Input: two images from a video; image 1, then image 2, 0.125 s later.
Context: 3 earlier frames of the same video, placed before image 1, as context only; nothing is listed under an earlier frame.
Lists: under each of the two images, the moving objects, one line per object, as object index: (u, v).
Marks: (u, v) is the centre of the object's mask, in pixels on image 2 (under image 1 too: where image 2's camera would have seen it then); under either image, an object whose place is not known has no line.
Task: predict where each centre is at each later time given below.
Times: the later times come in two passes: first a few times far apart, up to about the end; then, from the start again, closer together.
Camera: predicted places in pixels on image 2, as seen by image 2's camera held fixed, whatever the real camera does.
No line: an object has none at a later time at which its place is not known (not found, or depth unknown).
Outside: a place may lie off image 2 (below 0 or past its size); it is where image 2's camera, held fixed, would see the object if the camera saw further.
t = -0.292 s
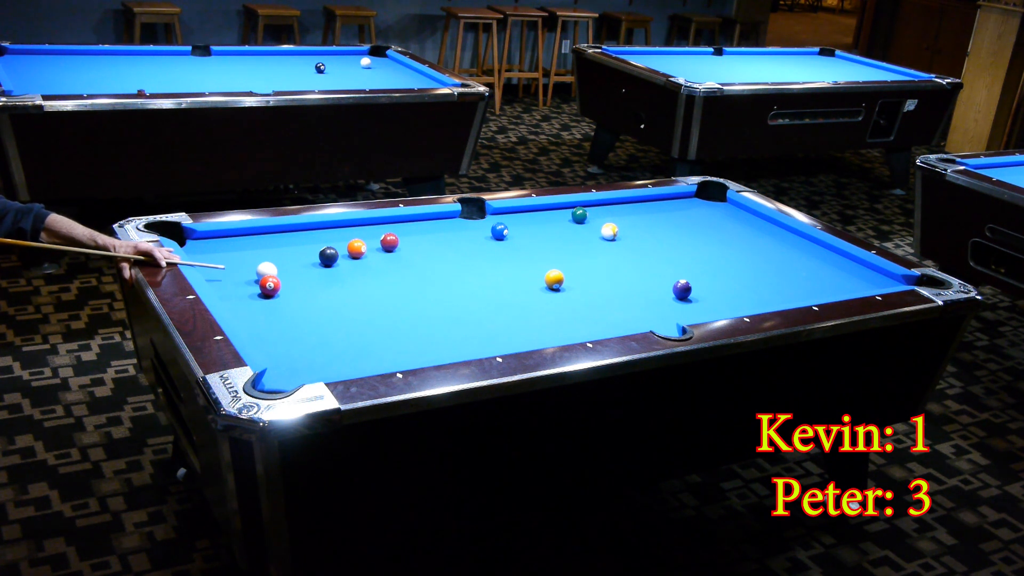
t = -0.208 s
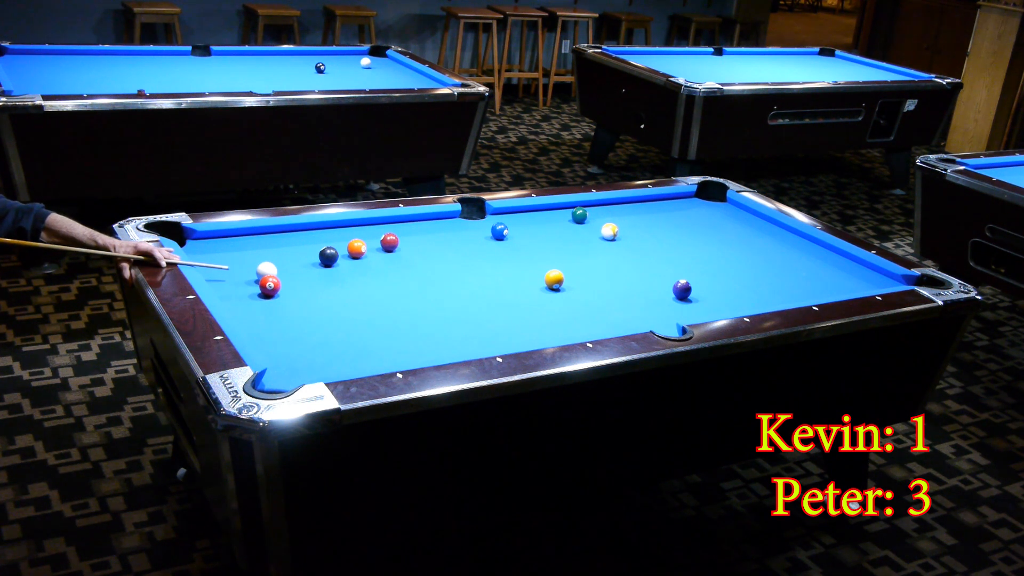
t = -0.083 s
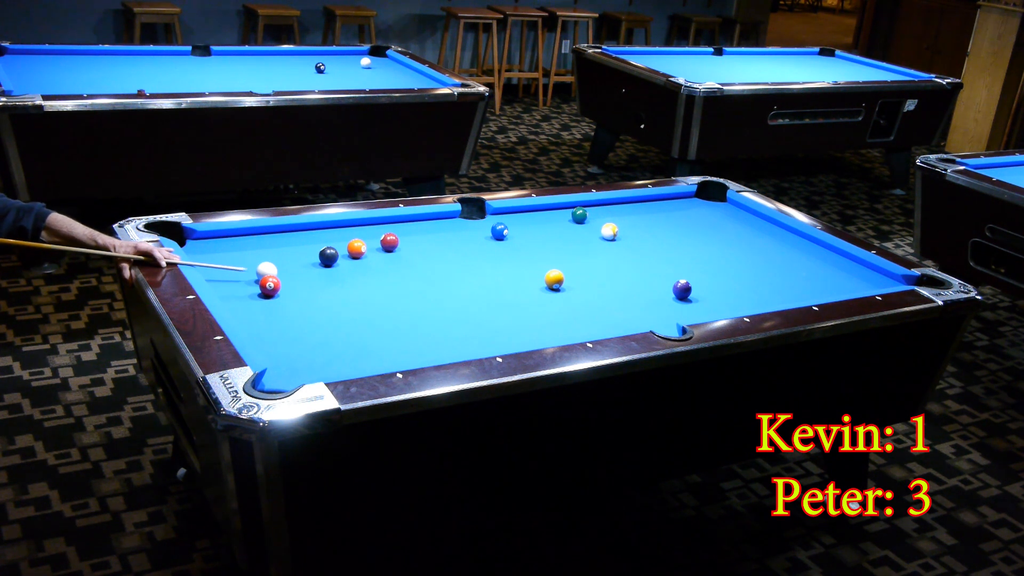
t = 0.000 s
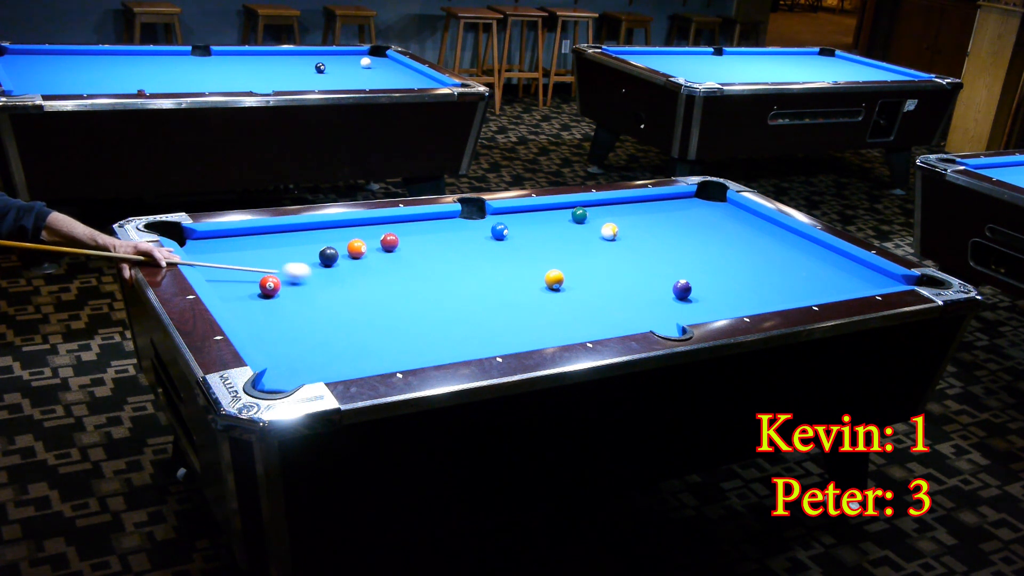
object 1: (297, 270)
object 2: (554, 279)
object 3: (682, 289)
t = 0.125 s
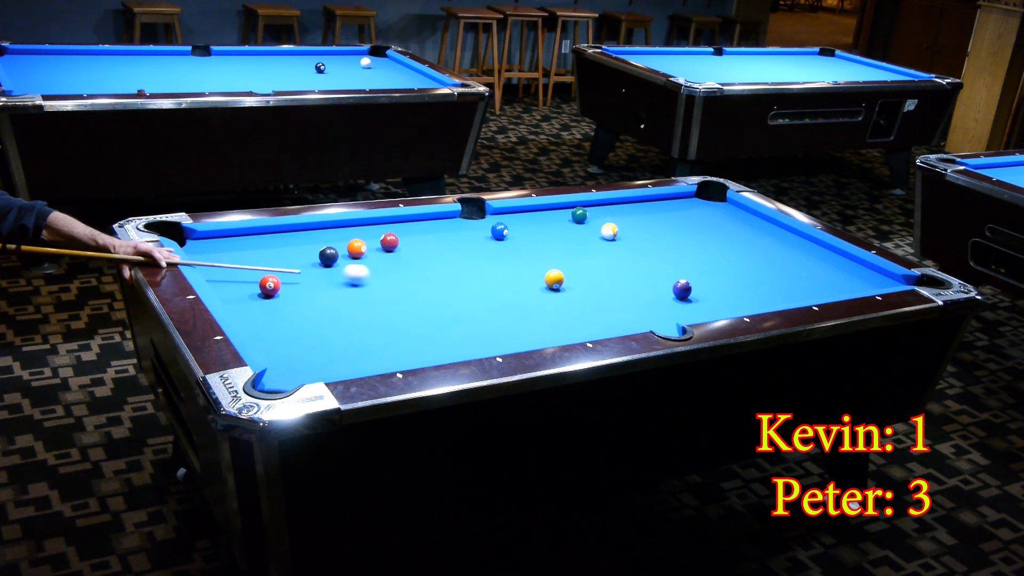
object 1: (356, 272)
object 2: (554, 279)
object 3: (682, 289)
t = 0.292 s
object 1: (425, 274)
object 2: (554, 279)
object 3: (682, 289)
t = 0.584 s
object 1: (535, 278)
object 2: (557, 278)
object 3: (682, 289)
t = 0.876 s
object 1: (555, 278)
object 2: (634, 281)
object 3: (682, 289)
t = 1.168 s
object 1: (576, 277)
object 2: (691, 278)
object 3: (688, 293)
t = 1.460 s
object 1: (596, 277)
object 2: (735, 276)
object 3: (700, 298)
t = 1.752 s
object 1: (612, 276)
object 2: (775, 272)
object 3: (710, 303)
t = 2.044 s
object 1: (625, 276)
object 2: (811, 268)
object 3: (717, 306)
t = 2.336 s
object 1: (636, 275)
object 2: (844, 265)
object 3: (723, 307)
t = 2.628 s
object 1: (645, 275)
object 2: (856, 265)
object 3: (727, 308)
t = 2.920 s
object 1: (651, 275)
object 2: (844, 267)
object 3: (725, 308)
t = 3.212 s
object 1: (654, 275)
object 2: (832, 270)
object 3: (724, 308)
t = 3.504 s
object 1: (654, 275)
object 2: (821, 272)
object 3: (724, 307)
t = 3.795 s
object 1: (654, 275)
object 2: (812, 274)
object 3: (724, 308)
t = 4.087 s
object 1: (654, 275)
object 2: (803, 276)
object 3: (724, 308)
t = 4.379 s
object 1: (654, 275)
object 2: (796, 278)
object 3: (724, 307)
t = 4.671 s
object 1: (654, 275)
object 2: (790, 279)
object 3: (724, 308)
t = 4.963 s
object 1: (654, 275)
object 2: (785, 280)
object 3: (724, 308)
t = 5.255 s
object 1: (654, 275)
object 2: (782, 280)
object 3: (724, 308)
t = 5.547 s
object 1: (654, 275)
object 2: (779, 280)
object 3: (724, 308)
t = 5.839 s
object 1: (654, 275)
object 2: (779, 281)
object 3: (724, 307)
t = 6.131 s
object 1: (654, 275)
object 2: (779, 281)
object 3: (724, 308)
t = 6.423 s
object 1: (654, 275)
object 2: (779, 281)
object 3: (724, 308)
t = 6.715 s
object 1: (654, 275)
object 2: (779, 281)
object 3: (724, 308)
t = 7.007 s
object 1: (654, 275)
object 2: (779, 281)
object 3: (724, 308)
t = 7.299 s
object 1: (654, 275)
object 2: (779, 281)
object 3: (724, 308)
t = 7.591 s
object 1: (654, 275)
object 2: (779, 281)
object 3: (724, 308)
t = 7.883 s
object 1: (654, 275)
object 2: (779, 281)
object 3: (724, 308)
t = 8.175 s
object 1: (654, 275)
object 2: (779, 281)
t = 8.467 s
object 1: (654, 275)
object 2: (779, 281)
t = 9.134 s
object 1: (654, 275)
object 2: (779, 281)
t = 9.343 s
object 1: (654, 275)
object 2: (779, 281)
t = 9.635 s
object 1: (654, 275)
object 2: (779, 281)
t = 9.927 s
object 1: (654, 275)
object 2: (779, 281)
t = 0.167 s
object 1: (374, 273)
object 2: (554, 279)
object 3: (682, 289)
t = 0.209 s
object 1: (391, 273)
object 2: (554, 279)
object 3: (682, 289)
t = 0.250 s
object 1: (408, 274)
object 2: (554, 279)
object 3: (682, 289)
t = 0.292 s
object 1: (425, 274)
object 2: (554, 279)
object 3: (682, 289)
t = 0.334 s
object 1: (441, 275)
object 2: (554, 279)
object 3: (682, 289)
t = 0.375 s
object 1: (458, 275)
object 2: (554, 279)
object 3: (682, 289)
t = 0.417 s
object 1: (474, 275)
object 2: (554, 279)
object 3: (682, 289)
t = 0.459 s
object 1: (491, 276)
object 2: (554, 279)
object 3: (682, 289)
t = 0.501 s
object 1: (507, 276)
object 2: (554, 279)
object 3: (682, 289)
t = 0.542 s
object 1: (523, 277)
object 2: (554, 279)
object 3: (682, 289)
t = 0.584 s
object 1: (535, 278)
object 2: (557, 278)
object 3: (682, 289)
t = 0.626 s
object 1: (536, 278)
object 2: (571, 279)
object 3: (682, 289)
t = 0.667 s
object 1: (538, 278)
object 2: (584, 279)
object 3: (682, 289)
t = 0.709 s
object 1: (541, 278)
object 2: (595, 280)
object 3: (682, 289)
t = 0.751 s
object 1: (545, 278)
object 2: (605, 280)
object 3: (682, 289)
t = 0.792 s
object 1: (548, 278)
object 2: (615, 281)
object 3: (682, 289)
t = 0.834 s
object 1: (552, 278)
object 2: (624, 281)
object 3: (682, 289)
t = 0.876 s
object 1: (555, 278)
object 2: (634, 281)
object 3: (682, 289)
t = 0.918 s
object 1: (558, 278)
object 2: (643, 281)
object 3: (682, 289)
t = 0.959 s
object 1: (561, 277)
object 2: (652, 281)
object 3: (682, 289)
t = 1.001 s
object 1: (564, 277)
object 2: (661, 282)
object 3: (682, 289)
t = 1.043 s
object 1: (568, 277)
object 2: (669, 281)
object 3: (683, 290)
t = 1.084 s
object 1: (571, 277)
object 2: (676, 279)
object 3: (684, 291)
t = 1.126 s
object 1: (573, 277)
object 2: (683, 278)
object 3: (686, 292)
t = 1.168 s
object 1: (576, 277)
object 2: (691, 278)
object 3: (688, 293)
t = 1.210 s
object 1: (579, 277)
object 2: (698, 278)
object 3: (690, 293)
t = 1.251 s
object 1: (582, 277)
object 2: (704, 279)
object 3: (692, 294)
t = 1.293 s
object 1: (585, 277)
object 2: (710, 278)
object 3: (694, 295)
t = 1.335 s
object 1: (588, 277)
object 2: (716, 277)
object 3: (695, 296)
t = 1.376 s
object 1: (590, 277)
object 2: (723, 277)
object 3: (697, 296)
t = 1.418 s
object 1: (593, 277)
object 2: (729, 276)
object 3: (699, 297)
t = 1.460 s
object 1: (596, 277)
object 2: (735, 276)
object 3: (700, 298)
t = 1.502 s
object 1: (598, 277)
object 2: (741, 275)
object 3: (702, 299)
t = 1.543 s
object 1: (600, 276)
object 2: (747, 275)
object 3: (703, 299)
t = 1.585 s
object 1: (603, 276)
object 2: (753, 274)
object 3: (705, 300)
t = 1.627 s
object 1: (605, 276)
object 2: (758, 274)
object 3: (706, 301)
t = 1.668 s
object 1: (608, 276)
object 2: (764, 273)
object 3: (707, 302)
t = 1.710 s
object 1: (610, 276)
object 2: (770, 272)
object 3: (709, 302)
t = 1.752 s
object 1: (612, 276)
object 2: (775, 272)
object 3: (710, 303)
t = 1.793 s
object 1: (614, 276)
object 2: (780, 271)
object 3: (711, 304)
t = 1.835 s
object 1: (616, 276)
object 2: (786, 271)
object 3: (712, 304)
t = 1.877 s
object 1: (618, 276)
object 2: (791, 270)
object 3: (713, 305)
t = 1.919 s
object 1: (620, 276)
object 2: (796, 270)
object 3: (714, 305)
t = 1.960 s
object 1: (622, 276)
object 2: (801, 269)
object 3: (715, 306)
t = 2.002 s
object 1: (624, 276)
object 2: (806, 269)
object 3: (716, 306)
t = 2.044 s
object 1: (625, 276)
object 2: (811, 268)
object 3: (717, 306)
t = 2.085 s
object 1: (627, 275)
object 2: (816, 268)
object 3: (718, 306)
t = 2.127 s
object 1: (629, 275)
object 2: (821, 267)
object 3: (719, 307)
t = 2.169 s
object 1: (630, 275)
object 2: (825, 267)
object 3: (720, 307)
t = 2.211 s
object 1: (632, 275)
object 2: (830, 266)
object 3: (721, 307)
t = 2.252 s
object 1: (634, 275)
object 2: (835, 266)
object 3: (722, 307)
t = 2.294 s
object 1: (635, 275)
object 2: (839, 265)
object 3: (723, 307)
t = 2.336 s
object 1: (636, 275)
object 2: (844, 265)
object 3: (723, 307)
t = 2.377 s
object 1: (638, 275)
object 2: (848, 265)
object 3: (724, 308)
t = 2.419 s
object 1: (639, 275)
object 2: (853, 264)
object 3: (725, 308)
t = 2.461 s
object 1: (640, 275)
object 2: (857, 264)
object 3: (725, 308)
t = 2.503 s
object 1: (642, 275)
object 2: (861, 264)
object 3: (726, 308)
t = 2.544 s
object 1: (643, 275)
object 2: (860, 264)
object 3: (727, 308)
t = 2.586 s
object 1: (644, 275)
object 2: (858, 264)
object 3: (727, 308)
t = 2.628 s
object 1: (645, 275)
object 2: (856, 265)
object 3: (727, 308)
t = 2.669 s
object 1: (646, 275)
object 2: (855, 265)
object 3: (726, 308)
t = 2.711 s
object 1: (647, 275)
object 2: (853, 266)
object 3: (726, 308)
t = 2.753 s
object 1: (648, 275)
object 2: (851, 266)
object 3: (725, 308)
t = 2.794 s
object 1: (649, 275)
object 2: (849, 266)
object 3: (725, 308)
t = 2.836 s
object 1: (649, 275)
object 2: (847, 267)
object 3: (725, 308)
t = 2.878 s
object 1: (650, 275)
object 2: (845, 267)
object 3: (725, 308)
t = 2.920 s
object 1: (651, 275)
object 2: (844, 267)
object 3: (725, 308)
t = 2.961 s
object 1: (652, 275)
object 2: (842, 268)
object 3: (724, 308)
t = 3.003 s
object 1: (652, 275)
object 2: (840, 268)
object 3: (724, 308)
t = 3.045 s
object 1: (653, 275)
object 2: (838, 268)
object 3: (724, 308)
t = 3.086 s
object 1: (653, 275)
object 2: (837, 269)
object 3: (724, 308)
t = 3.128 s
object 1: (654, 275)
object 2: (835, 269)
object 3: (724, 308)
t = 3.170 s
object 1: (654, 275)
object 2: (834, 270)
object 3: (724, 308)
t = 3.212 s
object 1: (654, 275)
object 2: (832, 270)
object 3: (724, 308)
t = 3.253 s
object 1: (654, 275)
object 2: (830, 270)
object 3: (724, 307)
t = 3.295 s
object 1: (655, 275)
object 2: (829, 270)
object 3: (724, 307)
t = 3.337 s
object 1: (655, 275)
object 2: (827, 271)
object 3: (724, 308)
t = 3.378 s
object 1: (655, 275)
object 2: (826, 271)
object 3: (724, 308)
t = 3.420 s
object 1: (655, 275)
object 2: (824, 271)
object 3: (724, 308)
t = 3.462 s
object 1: (654, 275)
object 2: (823, 272)
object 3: (724, 307)
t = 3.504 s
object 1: (654, 275)
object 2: (821, 272)
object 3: (724, 307)
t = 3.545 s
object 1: (654, 275)
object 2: (820, 273)
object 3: (724, 308)
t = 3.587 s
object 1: (654, 275)
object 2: (818, 273)
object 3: (724, 308)
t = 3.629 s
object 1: (654, 275)
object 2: (817, 273)
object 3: (724, 308)
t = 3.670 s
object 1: (654, 275)
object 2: (816, 273)
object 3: (724, 307)
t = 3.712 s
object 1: (654, 275)
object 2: (814, 273)
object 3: (724, 307)
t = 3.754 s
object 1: (654, 275)
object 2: (813, 274)
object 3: (724, 307)
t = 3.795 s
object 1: (654, 275)
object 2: (812, 274)
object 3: (724, 308)
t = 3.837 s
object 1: (654, 275)
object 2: (810, 274)
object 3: (724, 308)
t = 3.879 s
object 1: (654, 275)
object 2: (809, 275)
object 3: (724, 308)
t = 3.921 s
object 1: (654, 275)
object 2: (808, 275)
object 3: (724, 307)
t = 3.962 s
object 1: (654, 275)
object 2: (807, 275)
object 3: (724, 307)
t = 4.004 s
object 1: (654, 275)
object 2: (805, 276)
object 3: (724, 308)
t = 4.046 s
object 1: (654, 275)
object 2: (804, 276)
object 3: (724, 308)
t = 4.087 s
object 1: (654, 275)
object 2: (803, 276)
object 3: (724, 308)
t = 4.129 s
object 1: (654, 275)
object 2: (802, 276)
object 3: (724, 308)
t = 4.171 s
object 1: (654, 275)
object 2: (801, 277)
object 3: (724, 308)
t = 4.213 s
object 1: (654, 275)
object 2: (800, 277)
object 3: (724, 308)
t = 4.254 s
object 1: (654, 275)
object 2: (799, 277)
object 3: (724, 308)
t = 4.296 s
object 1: (654, 275)
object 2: (798, 277)
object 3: (724, 308)
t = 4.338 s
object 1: (654, 275)
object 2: (797, 278)
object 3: (724, 308)
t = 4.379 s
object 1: (654, 275)
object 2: (796, 278)
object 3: (724, 307)
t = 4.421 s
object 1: (654, 275)
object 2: (795, 278)
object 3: (724, 308)
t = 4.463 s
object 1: (654, 275)
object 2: (794, 278)
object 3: (724, 308)
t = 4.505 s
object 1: (654, 275)
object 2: (794, 278)
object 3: (724, 308)
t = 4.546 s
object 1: (654, 275)
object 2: (793, 279)
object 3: (724, 308)
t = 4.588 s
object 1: (654, 275)
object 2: (792, 279)
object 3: (724, 308)
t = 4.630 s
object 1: (654, 275)
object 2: (791, 279)
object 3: (724, 308)
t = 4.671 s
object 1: (654, 275)
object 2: (790, 279)
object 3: (724, 308)
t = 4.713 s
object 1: (654, 275)
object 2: (789, 279)
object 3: (724, 308)
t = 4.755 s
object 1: (654, 275)
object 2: (788, 279)
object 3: (724, 308)
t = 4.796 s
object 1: (654, 275)
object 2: (788, 279)
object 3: (724, 308)
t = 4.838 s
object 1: (654, 275)
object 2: (787, 279)
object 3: (724, 307)
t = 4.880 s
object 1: (654, 275)
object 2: (786, 280)
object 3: (724, 308)
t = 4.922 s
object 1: (654, 275)
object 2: (786, 280)
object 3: (724, 308)
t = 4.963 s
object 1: (654, 275)
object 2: (785, 280)
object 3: (724, 308)
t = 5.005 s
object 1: (654, 275)
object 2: (785, 280)
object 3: (724, 308)
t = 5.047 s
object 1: (654, 275)
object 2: (784, 280)
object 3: (724, 308)
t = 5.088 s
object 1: (654, 275)
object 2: (784, 280)
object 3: (724, 307)
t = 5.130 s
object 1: (654, 275)
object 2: (783, 280)
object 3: (724, 308)
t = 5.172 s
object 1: (654, 275)
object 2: (782, 280)
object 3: (724, 307)
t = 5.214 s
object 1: (654, 275)
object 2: (782, 280)
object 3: (724, 308)
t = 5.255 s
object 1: (654, 275)
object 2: (782, 280)
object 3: (724, 308)
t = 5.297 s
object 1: (654, 275)
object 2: (781, 280)
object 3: (724, 308)
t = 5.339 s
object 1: (654, 275)
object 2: (781, 280)
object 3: (724, 307)
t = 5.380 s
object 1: (654, 275)
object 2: (780, 280)
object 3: (724, 308)
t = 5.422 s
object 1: (654, 275)
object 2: (780, 280)
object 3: (724, 308)
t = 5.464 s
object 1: (654, 275)
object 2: (780, 280)
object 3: (724, 308)
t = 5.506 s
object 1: (654, 275)
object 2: (780, 280)
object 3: (724, 308)
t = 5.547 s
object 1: (654, 275)
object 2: (779, 280)
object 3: (724, 308)
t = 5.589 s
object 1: (654, 275)
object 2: (779, 280)
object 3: (724, 308)
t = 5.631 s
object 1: (654, 275)
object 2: (779, 280)
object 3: (724, 308)
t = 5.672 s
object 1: (654, 275)
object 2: (779, 280)
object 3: (724, 308)
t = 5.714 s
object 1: (654, 275)
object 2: (779, 280)
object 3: (724, 308)
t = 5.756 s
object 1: (654, 275)
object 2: (779, 280)
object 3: (724, 308)
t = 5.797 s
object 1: (654, 275)
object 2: (779, 280)
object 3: (724, 308)
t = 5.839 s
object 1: (654, 275)
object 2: (779, 281)
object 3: (724, 307)
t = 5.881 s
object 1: (654, 275)
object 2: (779, 281)
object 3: (724, 308)
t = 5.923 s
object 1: (654, 275)
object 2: (779, 281)
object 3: (724, 308)
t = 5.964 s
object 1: (654, 275)
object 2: (779, 281)
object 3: (724, 308)
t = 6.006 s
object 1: (654, 275)
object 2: (779, 281)
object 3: (724, 308)
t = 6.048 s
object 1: (654, 275)
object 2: (779, 281)
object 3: (724, 308)
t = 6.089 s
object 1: (654, 275)
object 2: (779, 281)
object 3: (724, 308)
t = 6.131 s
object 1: (654, 275)
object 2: (779, 281)
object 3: (724, 308)
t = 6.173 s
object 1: (654, 275)
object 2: (779, 281)
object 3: (724, 308)
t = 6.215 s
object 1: (654, 275)
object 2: (779, 281)
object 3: (724, 308)
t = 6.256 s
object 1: (654, 275)
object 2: (779, 281)
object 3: (724, 308)
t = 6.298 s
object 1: (654, 275)
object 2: (779, 281)
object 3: (724, 308)
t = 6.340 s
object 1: (654, 275)
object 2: (779, 281)
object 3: (724, 308)
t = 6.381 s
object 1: (654, 275)
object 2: (779, 281)
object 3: (724, 308)
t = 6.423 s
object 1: (654, 275)
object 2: (779, 281)
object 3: (724, 308)
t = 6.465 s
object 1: (654, 275)
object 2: (779, 281)
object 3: (724, 308)
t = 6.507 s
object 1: (654, 275)
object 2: (779, 281)
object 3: (724, 308)
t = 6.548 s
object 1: (654, 275)
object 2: (779, 281)
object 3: (724, 308)
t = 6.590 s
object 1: (654, 275)
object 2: (779, 281)
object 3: (724, 308)
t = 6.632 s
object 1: (654, 275)
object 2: (779, 281)
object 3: (724, 308)
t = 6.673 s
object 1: (654, 275)
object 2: (779, 281)
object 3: (724, 308)
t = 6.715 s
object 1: (654, 275)
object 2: (779, 281)
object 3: (724, 308)
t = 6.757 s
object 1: (654, 275)
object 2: (779, 281)
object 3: (724, 308)
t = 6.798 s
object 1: (654, 275)
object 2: (779, 281)
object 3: (724, 308)
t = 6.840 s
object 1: (654, 275)
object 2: (779, 281)
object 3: (724, 308)
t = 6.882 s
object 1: (654, 275)
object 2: (779, 281)
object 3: (724, 308)
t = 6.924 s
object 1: (654, 275)
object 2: (779, 281)
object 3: (724, 308)
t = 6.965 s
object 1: (654, 275)
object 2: (779, 281)
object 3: (724, 308)
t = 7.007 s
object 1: (654, 275)
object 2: (779, 281)
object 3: (724, 308)
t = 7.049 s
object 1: (654, 275)
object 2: (779, 281)
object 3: (724, 308)
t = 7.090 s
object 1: (654, 275)
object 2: (779, 281)
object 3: (724, 308)
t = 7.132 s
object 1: (654, 275)
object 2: (779, 281)
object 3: (724, 308)
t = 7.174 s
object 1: (654, 275)
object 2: (779, 281)
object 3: (724, 308)
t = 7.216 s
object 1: (654, 275)
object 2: (779, 281)
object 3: (724, 308)
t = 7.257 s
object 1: (654, 275)
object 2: (779, 281)
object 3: (724, 308)
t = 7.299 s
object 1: (654, 275)
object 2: (779, 281)
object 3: (724, 308)
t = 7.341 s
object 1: (654, 275)
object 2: (779, 281)
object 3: (724, 308)
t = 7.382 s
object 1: (654, 275)
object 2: (779, 281)
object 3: (724, 308)
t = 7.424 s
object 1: (654, 275)
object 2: (779, 281)
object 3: (724, 308)
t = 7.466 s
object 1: (654, 275)
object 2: (779, 281)
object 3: (724, 308)
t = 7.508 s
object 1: (654, 275)
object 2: (779, 281)
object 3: (724, 308)
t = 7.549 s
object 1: (654, 275)
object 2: (779, 281)
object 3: (724, 308)
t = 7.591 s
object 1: (654, 275)
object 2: (779, 281)
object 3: (724, 308)
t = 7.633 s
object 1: (654, 275)
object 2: (779, 281)
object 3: (724, 308)
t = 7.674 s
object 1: (654, 275)
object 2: (779, 281)
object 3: (724, 308)
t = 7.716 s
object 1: (654, 275)
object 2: (779, 281)
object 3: (724, 308)
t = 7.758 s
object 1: (654, 275)
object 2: (779, 281)
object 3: (724, 308)
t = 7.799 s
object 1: (654, 275)
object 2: (779, 281)
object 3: (724, 308)
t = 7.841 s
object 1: (654, 275)
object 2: (779, 281)
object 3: (724, 308)
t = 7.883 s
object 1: (654, 275)
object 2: (779, 281)
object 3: (724, 308)
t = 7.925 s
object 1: (654, 275)
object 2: (779, 281)
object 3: (724, 308)
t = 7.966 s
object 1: (654, 275)
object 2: (779, 281)
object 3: (724, 308)
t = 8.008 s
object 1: (654, 275)
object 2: (779, 281)
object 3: (724, 308)
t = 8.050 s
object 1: (654, 275)
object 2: (779, 281)
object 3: (724, 308)
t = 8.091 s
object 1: (654, 275)
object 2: (779, 281)
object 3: (724, 308)
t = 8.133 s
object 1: (654, 275)
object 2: (779, 281)
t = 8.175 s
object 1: (654, 275)
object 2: (779, 281)
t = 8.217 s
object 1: (654, 275)
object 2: (779, 281)
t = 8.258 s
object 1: (654, 275)
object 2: (779, 281)
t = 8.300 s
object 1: (654, 275)
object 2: (779, 281)
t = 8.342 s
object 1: (654, 275)
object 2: (779, 281)
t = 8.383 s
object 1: (654, 275)
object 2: (779, 281)
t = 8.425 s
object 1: (655, 275)
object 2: (779, 281)
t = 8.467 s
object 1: (654, 275)
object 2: (779, 281)
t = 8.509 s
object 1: (654, 275)
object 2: (779, 281)
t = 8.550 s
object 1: (654, 275)
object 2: (779, 281)
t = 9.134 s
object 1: (654, 275)
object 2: (779, 281)
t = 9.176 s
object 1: (654, 275)
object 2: (779, 281)
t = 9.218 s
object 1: (654, 275)
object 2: (779, 281)
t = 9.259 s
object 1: (654, 275)
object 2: (779, 281)
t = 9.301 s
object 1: (654, 275)
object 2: (779, 281)
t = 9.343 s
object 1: (654, 275)
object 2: (779, 281)
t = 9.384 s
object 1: (654, 275)
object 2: (779, 281)
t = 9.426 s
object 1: (654, 275)
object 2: (779, 281)
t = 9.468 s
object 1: (654, 275)
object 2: (779, 281)
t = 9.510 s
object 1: (654, 275)
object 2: (779, 281)
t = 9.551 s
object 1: (654, 275)
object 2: (779, 281)
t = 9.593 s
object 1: (654, 275)
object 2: (779, 281)
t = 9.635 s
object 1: (654, 275)
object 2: (779, 281)
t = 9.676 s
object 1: (654, 275)
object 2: (779, 281)
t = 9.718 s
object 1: (654, 275)
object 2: (779, 281)
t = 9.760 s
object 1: (654, 275)
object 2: (779, 281)
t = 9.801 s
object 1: (654, 275)
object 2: (779, 281)
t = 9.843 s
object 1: (654, 275)
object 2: (779, 281)
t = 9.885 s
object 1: (654, 275)
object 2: (779, 281)
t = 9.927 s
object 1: (654, 275)
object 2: (779, 281)
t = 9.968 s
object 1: (654, 275)
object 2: (779, 281)
